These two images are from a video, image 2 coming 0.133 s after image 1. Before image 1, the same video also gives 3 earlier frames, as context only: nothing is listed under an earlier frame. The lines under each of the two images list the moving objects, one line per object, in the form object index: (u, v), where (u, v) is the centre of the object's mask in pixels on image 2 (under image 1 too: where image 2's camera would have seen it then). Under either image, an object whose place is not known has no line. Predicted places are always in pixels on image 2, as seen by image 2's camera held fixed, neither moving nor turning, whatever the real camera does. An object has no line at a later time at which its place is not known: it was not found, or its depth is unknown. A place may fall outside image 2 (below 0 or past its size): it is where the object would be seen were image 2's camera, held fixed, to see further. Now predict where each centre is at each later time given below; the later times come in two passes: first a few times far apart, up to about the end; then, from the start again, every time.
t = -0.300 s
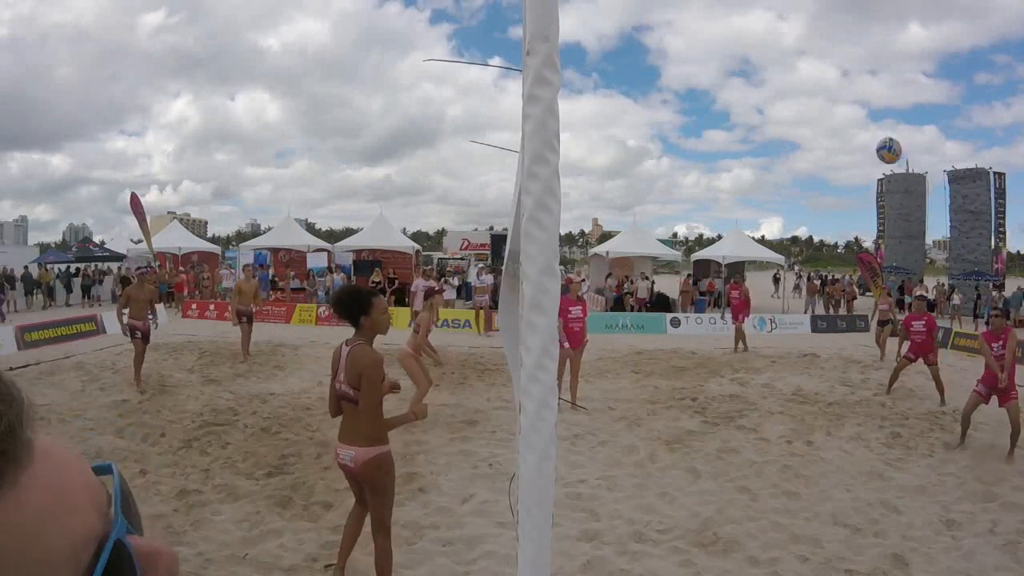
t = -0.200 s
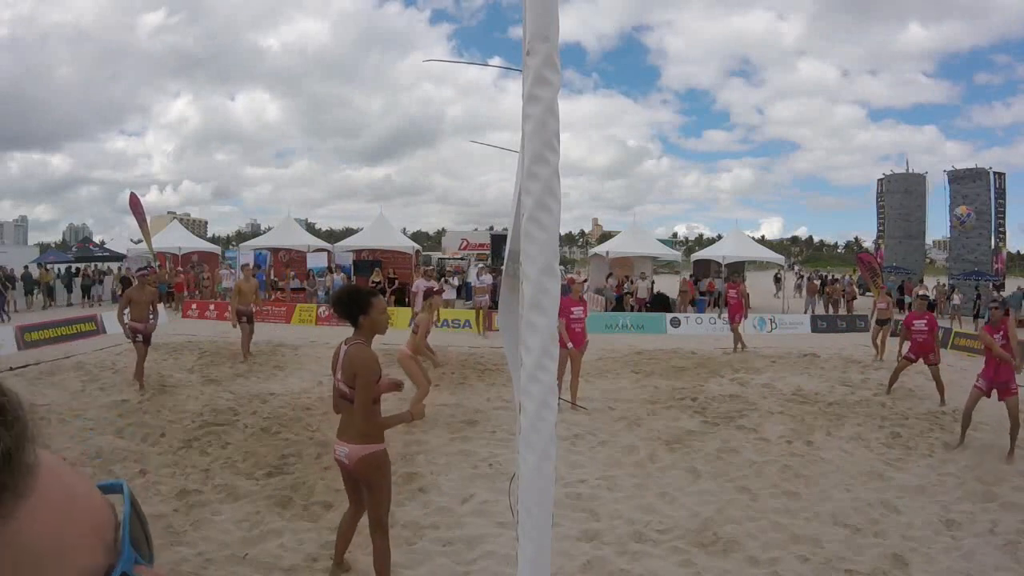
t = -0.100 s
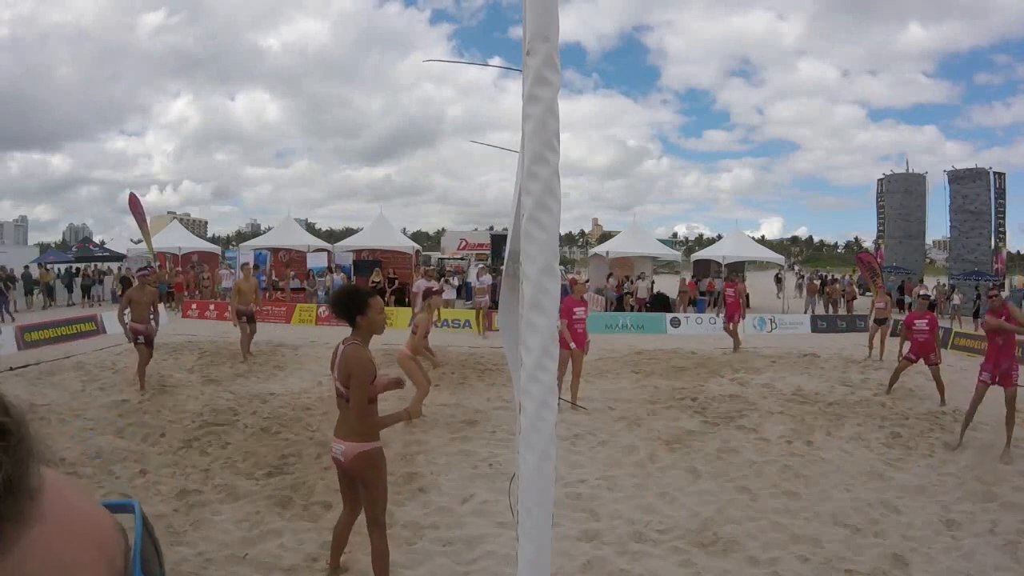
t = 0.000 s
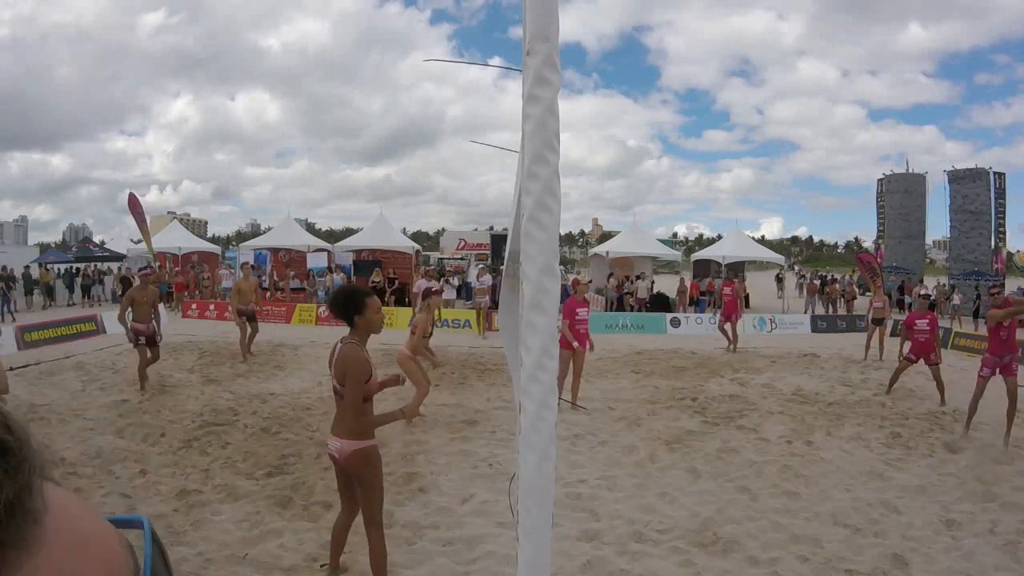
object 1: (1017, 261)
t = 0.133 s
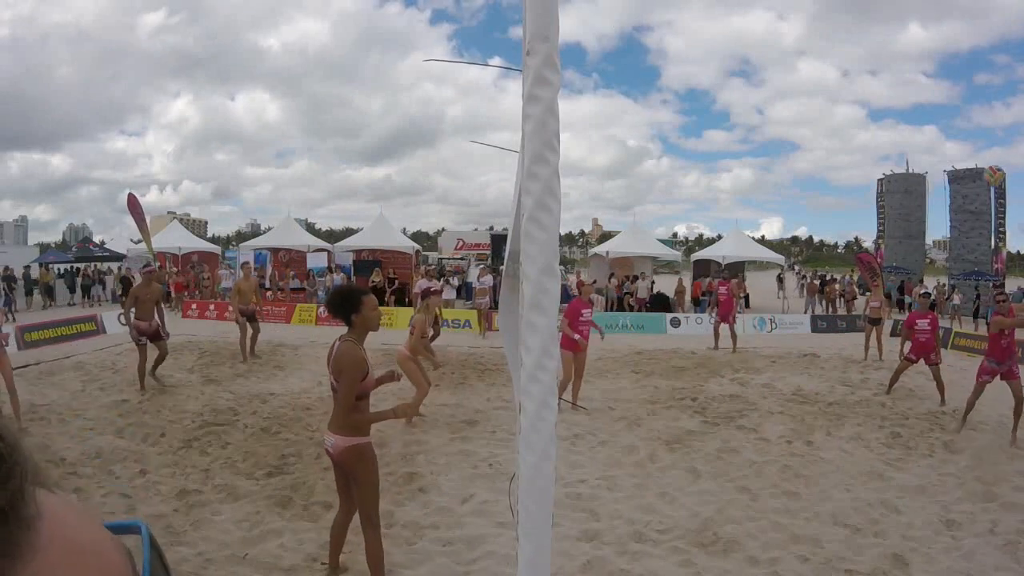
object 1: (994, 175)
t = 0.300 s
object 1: (949, 91)
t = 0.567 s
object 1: (868, 14)
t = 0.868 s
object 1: (774, 11)
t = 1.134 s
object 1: (685, 101)
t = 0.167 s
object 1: (986, 157)
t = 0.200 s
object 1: (977, 139)
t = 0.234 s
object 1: (968, 122)
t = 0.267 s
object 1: (959, 106)
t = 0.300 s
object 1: (949, 91)
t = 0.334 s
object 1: (939, 78)
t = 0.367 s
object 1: (929, 65)
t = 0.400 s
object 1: (919, 54)
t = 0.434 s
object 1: (909, 43)
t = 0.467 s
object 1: (898, 34)
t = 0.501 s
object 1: (888, 26)
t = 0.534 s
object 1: (878, 20)
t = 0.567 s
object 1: (868, 14)
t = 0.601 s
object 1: (857, 9)
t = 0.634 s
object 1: (847, 8)
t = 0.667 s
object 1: (836, 6)
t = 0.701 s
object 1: (826, 6)
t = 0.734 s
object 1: (816, 5)
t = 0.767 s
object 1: (805, 6)
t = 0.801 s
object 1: (795, 7)
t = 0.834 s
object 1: (785, 9)
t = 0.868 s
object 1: (774, 11)
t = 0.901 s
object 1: (763, 17)
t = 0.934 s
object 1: (753, 25)
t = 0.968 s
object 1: (742, 33)
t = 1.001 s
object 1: (731, 43)
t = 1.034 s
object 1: (719, 55)
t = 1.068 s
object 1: (708, 69)
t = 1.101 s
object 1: (696, 84)
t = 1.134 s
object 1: (685, 101)
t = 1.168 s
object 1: (672, 120)
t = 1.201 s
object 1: (660, 141)
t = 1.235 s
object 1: (647, 164)
